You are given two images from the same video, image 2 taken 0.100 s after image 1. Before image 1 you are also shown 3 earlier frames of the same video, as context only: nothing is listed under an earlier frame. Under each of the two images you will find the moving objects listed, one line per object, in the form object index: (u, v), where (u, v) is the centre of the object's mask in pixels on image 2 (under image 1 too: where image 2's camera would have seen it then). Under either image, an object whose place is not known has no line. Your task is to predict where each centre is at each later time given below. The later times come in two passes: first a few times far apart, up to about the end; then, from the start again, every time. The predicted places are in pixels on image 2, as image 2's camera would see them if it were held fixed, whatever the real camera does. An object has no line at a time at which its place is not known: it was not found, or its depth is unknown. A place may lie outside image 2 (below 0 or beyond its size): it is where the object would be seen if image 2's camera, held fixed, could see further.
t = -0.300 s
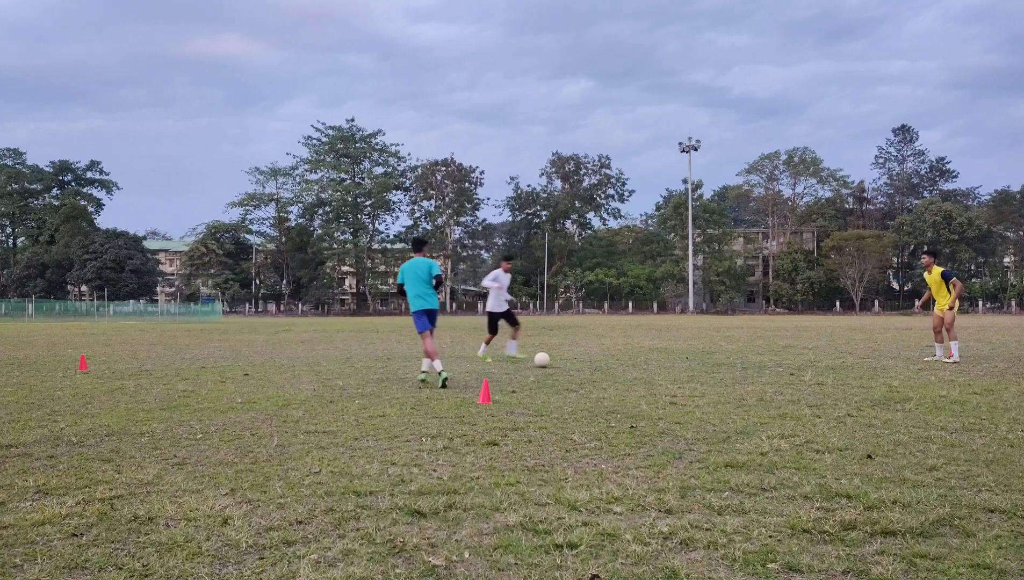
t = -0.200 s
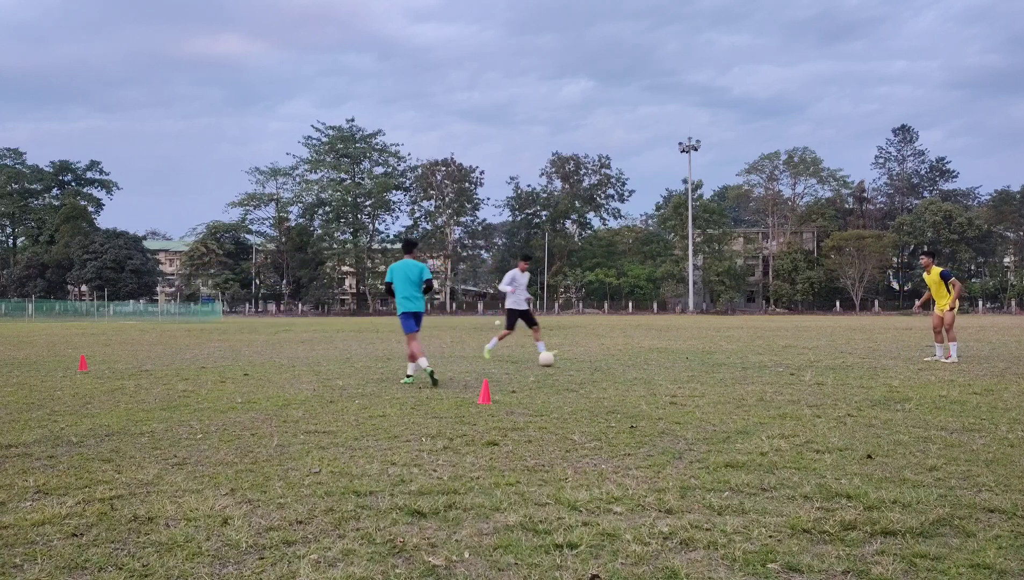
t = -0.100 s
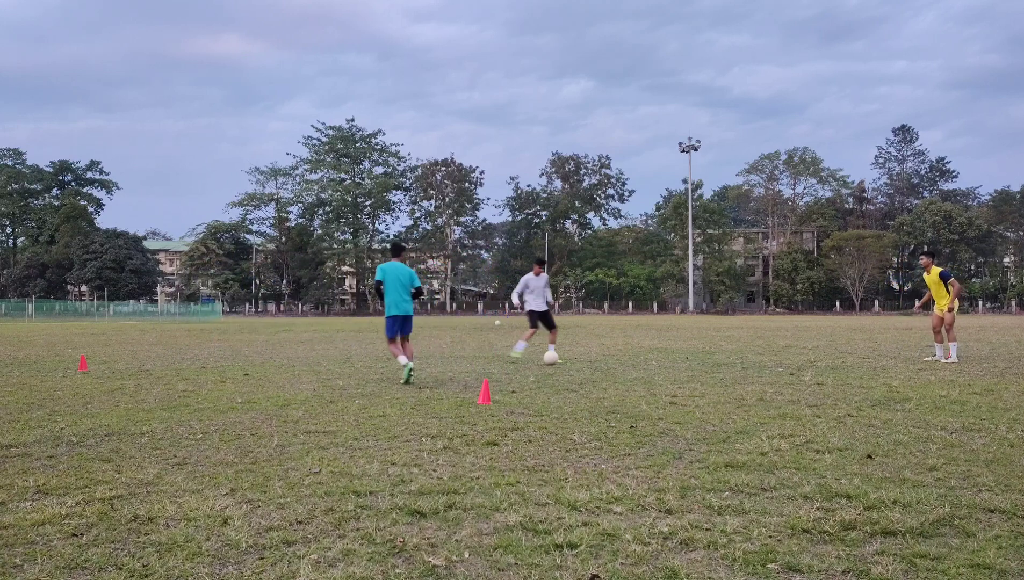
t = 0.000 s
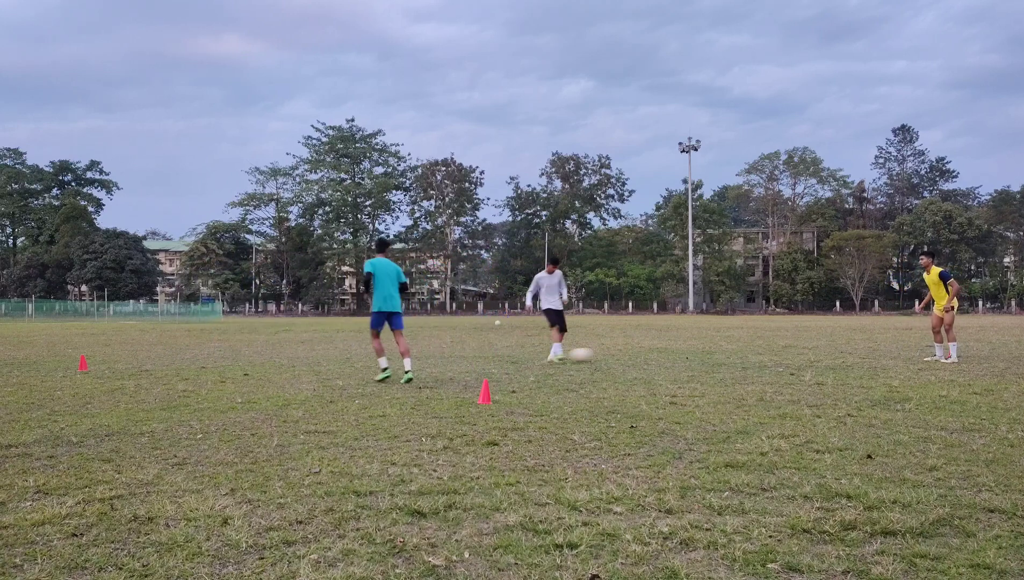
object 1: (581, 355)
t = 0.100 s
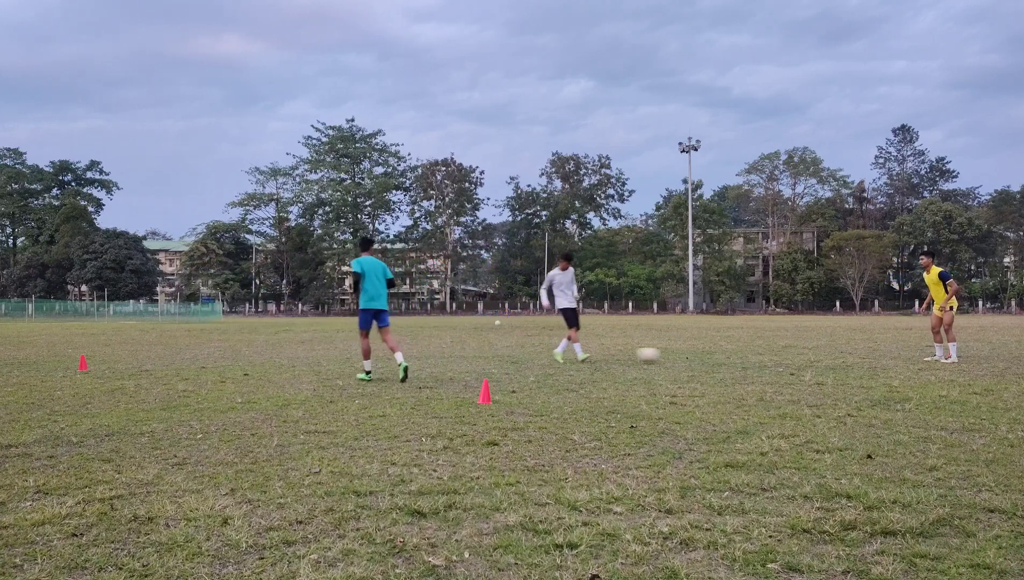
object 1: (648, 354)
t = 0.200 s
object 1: (712, 355)
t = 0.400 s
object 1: (823, 355)
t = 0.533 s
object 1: (887, 354)
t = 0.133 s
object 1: (670, 356)
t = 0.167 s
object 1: (691, 356)
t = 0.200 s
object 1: (712, 355)
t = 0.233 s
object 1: (732, 356)
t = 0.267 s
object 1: (751, 356)
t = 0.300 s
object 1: (770, 356)
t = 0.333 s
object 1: (788, 355)
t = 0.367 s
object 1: (806, 355)
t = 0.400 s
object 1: (823, 355)
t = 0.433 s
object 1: (840, 355)
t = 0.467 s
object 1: (856, 354)
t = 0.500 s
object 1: (871, 354)
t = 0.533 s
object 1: (887, 354)
